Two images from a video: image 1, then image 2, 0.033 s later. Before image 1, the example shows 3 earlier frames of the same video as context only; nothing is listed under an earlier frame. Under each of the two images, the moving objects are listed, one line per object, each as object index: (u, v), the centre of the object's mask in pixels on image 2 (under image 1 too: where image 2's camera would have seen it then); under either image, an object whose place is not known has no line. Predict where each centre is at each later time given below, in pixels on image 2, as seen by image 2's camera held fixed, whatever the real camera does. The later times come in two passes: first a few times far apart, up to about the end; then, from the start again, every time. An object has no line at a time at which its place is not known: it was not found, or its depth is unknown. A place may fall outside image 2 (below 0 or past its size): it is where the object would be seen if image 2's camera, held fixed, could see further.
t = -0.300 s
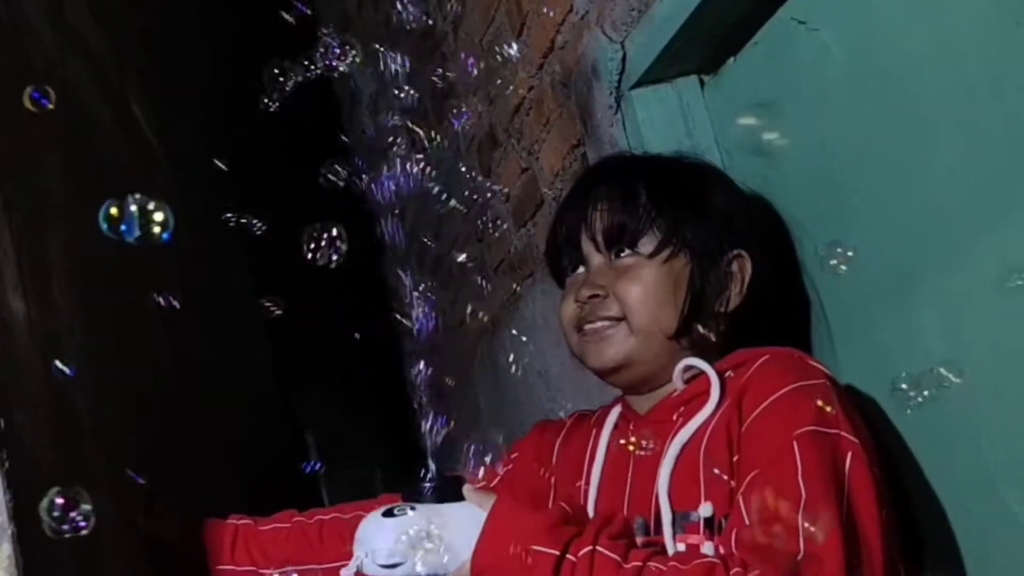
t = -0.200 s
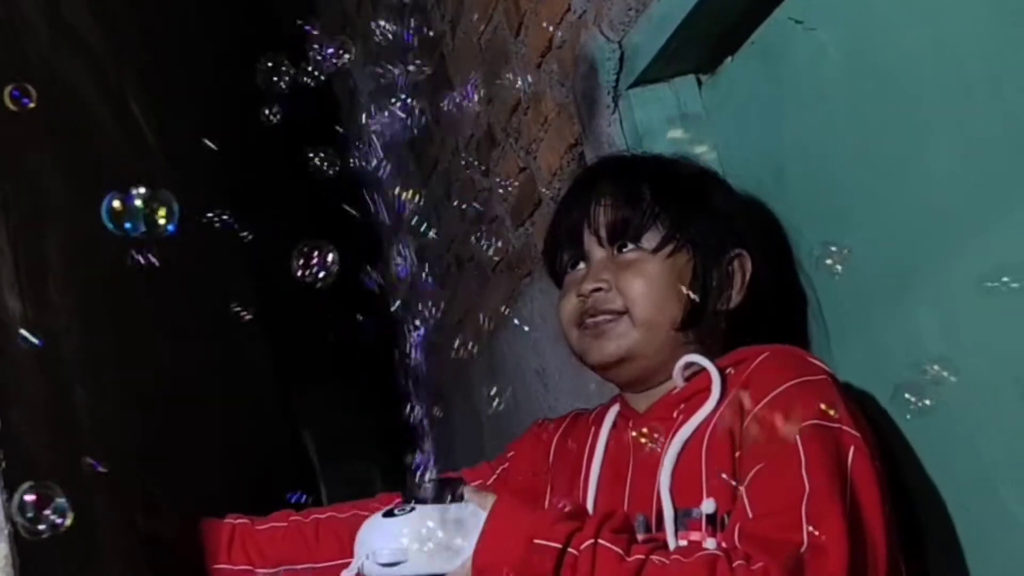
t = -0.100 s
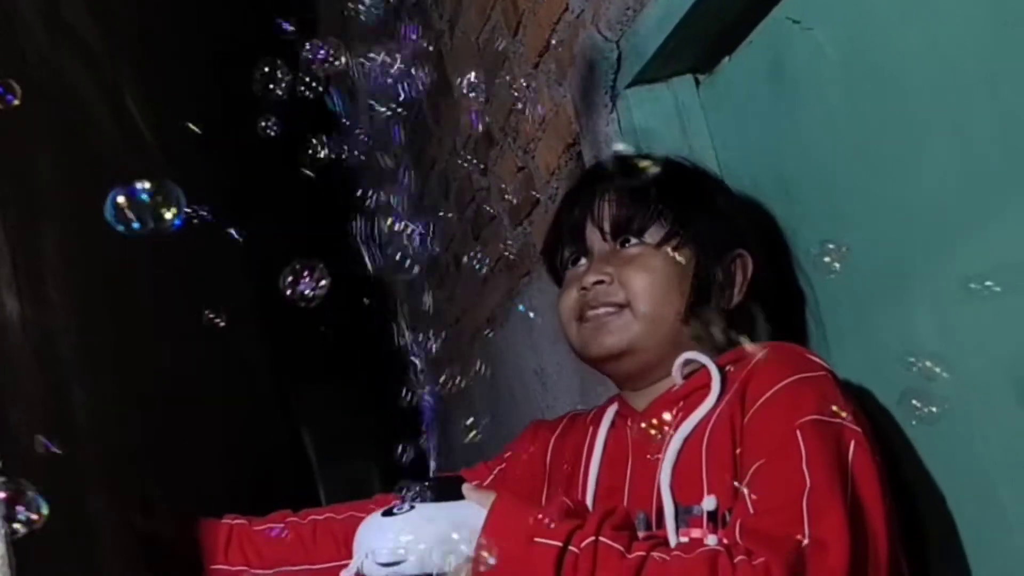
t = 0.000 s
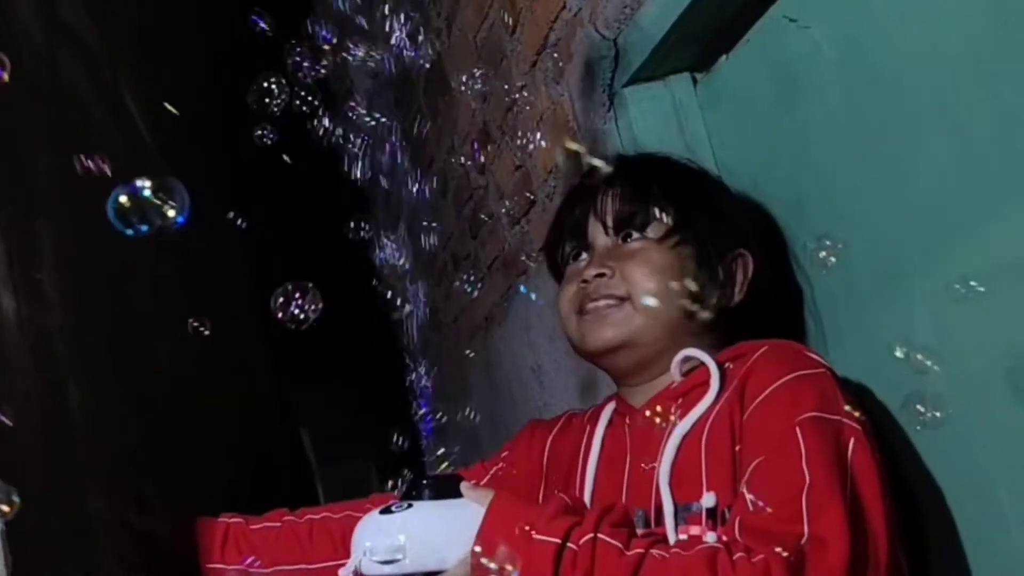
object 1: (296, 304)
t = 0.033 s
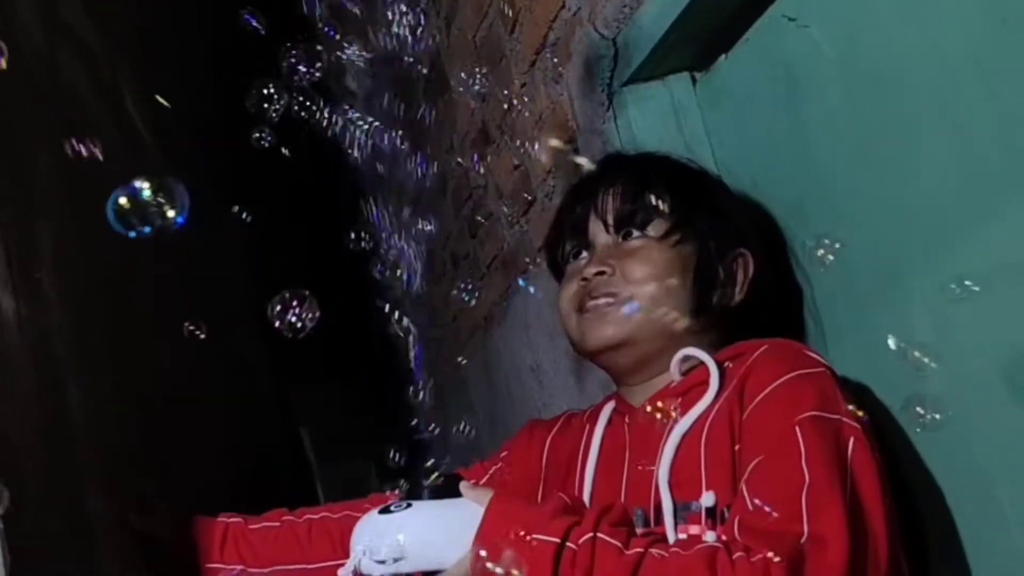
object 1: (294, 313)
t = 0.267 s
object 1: (272, 386)
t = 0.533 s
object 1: (221, 446)
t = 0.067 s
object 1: (292, 322)
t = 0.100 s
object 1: (289, 332)
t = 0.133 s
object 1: (287, 342)
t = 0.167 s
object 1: (284, 353)
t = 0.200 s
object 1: (281, 365)
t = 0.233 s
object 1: (277, 376)
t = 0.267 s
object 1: (272, 386)
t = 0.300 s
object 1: (267, 396)
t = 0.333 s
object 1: (261, 406)
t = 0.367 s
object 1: (254, 414)
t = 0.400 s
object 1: (247, 422)
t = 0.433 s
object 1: (240, 428)
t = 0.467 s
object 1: (234, 435)
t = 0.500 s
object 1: (227, 440)
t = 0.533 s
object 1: (221, 446)
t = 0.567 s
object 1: (216, 451)
